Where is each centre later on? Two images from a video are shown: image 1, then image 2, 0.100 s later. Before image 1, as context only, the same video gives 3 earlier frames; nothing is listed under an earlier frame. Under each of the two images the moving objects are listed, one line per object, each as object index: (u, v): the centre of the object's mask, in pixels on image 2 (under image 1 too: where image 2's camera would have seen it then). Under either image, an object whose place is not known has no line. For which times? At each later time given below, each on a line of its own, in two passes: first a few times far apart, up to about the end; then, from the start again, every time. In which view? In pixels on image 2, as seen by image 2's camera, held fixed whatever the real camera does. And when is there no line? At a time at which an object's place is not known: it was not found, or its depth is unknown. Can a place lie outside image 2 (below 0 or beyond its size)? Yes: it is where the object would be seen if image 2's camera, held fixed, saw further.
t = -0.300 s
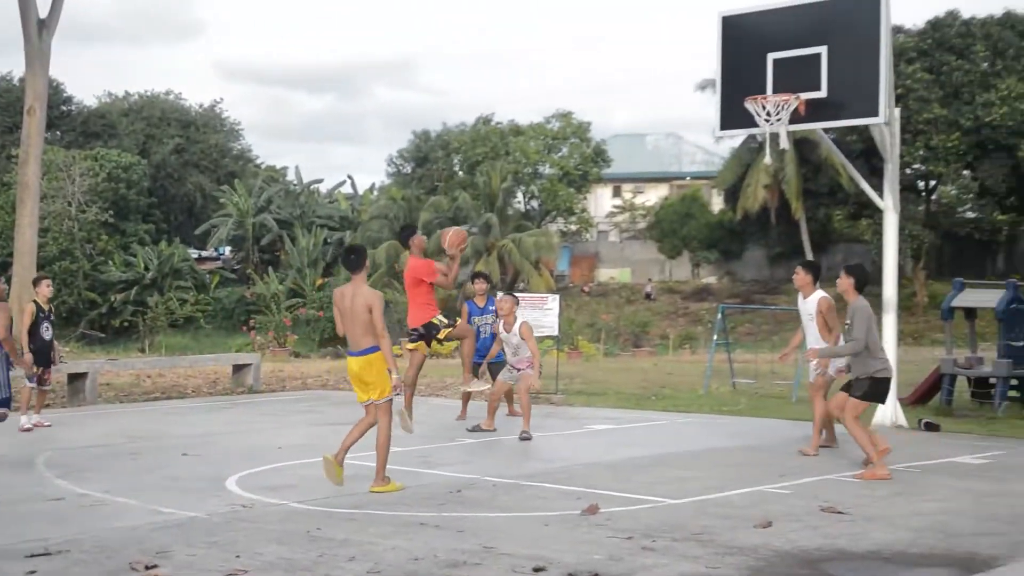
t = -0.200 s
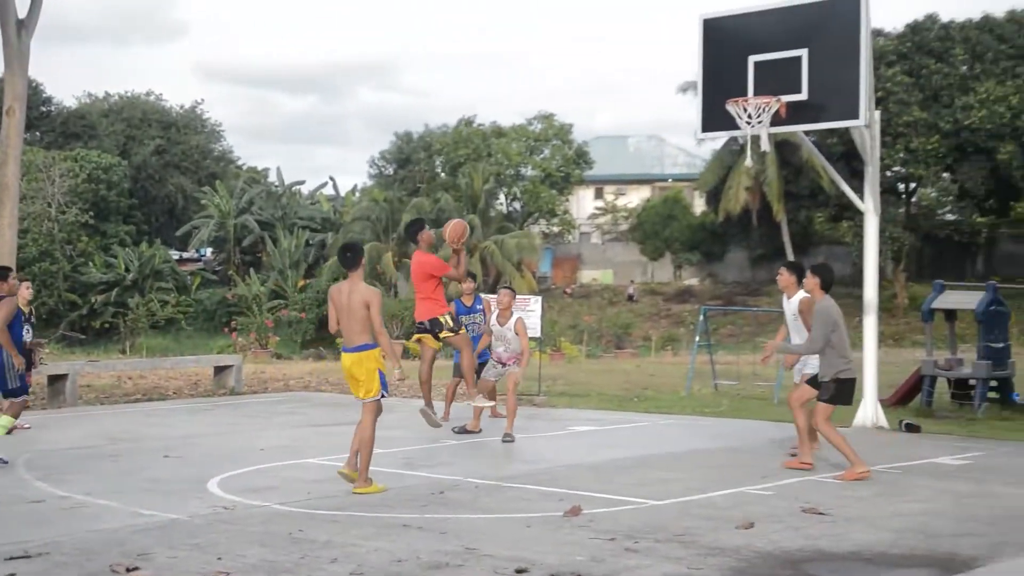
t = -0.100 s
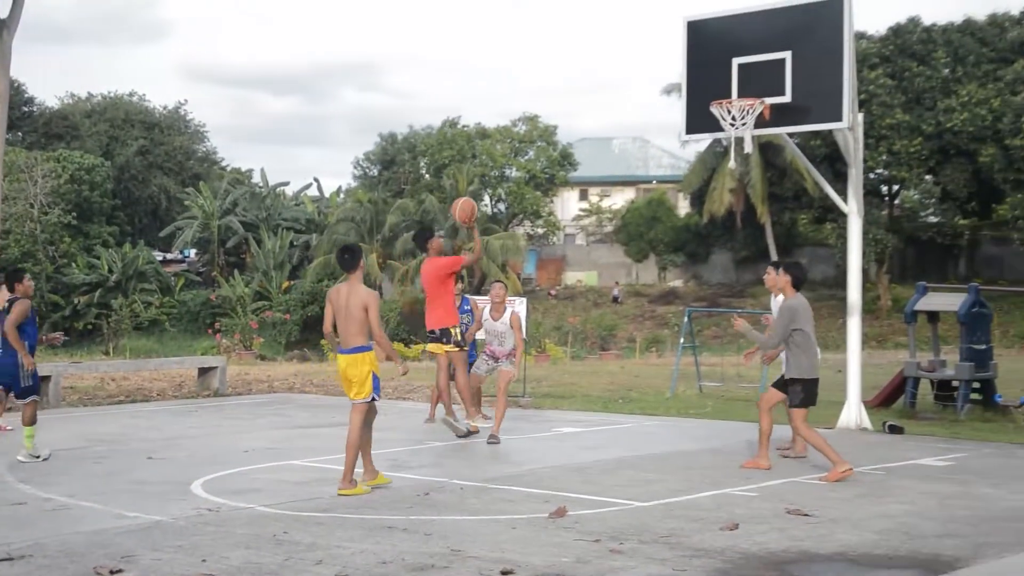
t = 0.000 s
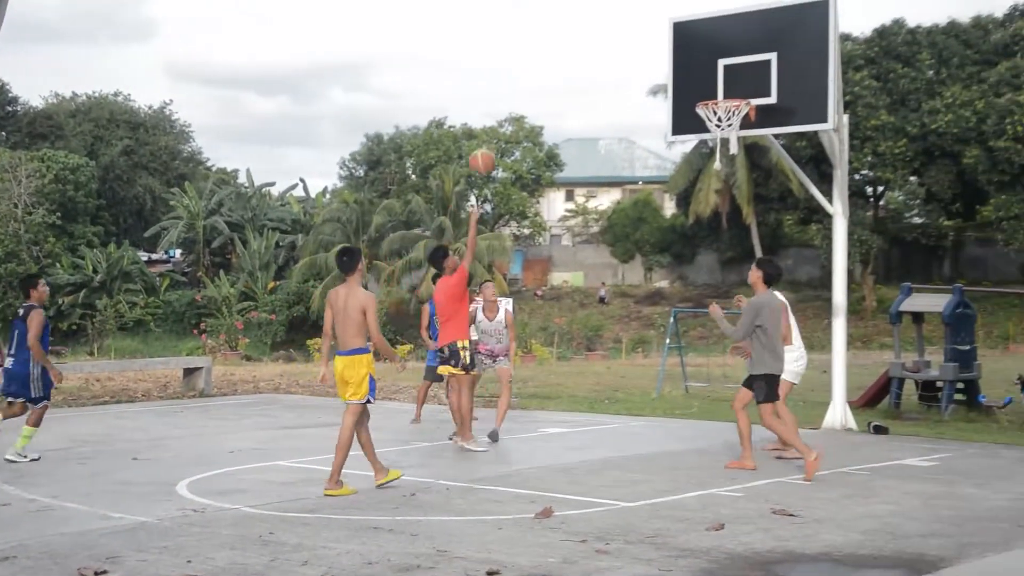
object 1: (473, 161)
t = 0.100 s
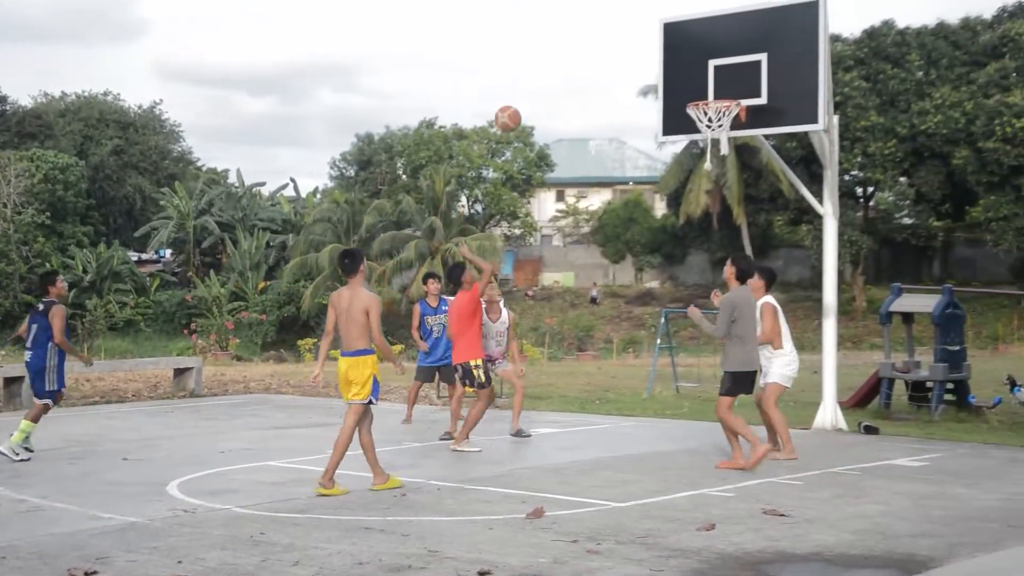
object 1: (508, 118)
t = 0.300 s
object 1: (575, 66)
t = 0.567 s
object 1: (662, 64)
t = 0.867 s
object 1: (727, 115)
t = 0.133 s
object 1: (519, 107)
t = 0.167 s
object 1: (531, 96)
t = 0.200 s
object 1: (541, 87)
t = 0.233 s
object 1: (553, 79)
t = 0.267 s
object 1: (564, 72)
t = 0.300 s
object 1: (575, 66)
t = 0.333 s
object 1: (586, 62)
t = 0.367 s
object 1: (597, 59)
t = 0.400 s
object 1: (608, 57)
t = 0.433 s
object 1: (619, 56)
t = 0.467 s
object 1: (630, 56)
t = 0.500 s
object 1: (640, 58)
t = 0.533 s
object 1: (652, 61)
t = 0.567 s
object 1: (662, 64)
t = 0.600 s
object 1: (673, 70)
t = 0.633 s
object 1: (683, 76)
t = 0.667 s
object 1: (693, 83)
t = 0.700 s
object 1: (703, 91)
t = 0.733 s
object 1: (716, 98)
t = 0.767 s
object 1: (725, 116)
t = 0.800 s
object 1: (728, 118)
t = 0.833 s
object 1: (730, 119)
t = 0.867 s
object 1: (727, 115)
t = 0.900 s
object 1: (721, 114)
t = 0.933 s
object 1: (720, 115)
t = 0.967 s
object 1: (717, 116)
